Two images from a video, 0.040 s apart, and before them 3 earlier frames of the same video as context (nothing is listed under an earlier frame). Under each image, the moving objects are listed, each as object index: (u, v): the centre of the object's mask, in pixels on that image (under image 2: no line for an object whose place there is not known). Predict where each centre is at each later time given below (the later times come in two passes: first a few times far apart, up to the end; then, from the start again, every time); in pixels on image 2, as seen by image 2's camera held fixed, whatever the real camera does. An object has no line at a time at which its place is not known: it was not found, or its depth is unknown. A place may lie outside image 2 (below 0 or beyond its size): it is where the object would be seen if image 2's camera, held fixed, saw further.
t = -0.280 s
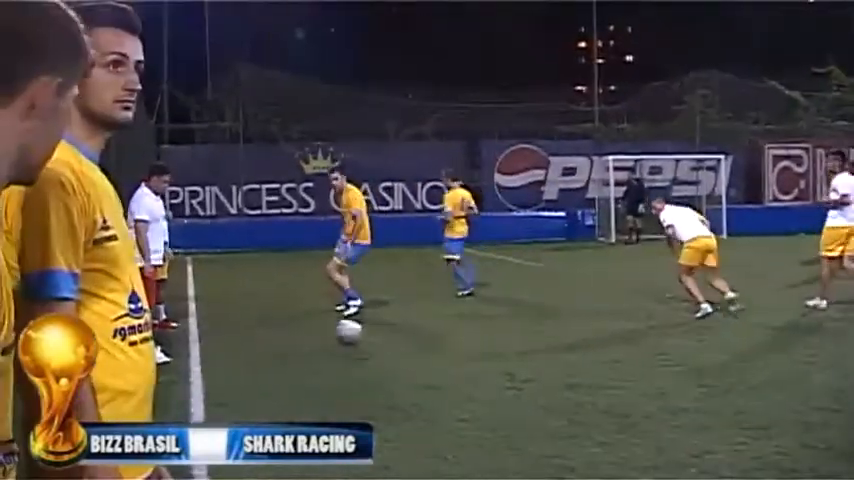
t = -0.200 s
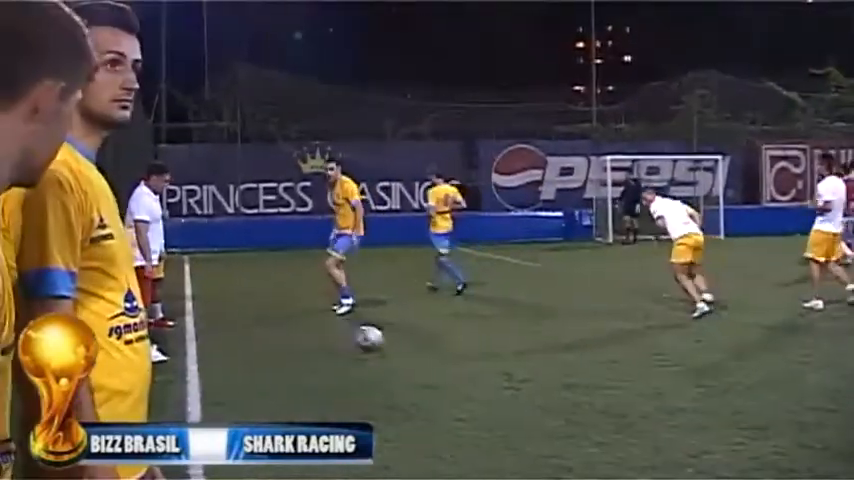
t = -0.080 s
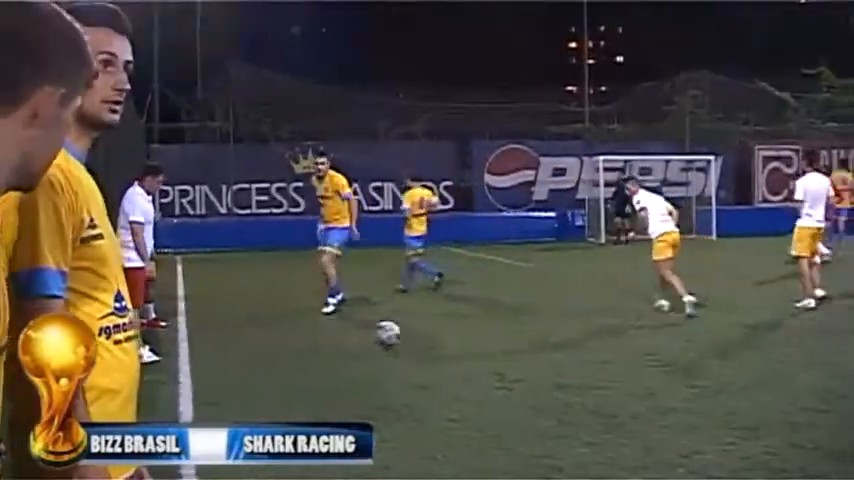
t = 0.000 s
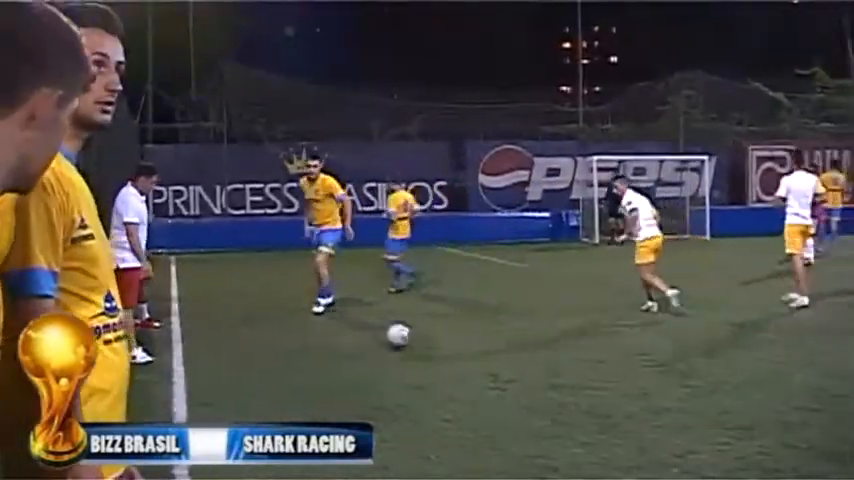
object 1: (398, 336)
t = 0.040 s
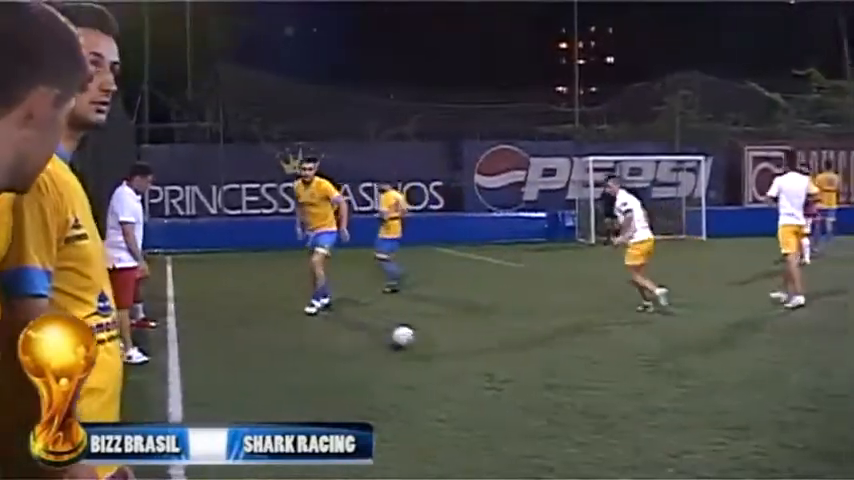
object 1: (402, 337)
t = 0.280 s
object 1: (451, 335)
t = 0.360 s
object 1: (467, 334)
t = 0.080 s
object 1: (410, 335)
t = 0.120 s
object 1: (417, 334)
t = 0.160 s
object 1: (427, 335)
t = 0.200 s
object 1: (435, 335)
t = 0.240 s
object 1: (443, 335)
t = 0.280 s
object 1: (451, 335)
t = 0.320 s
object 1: (459, 334)
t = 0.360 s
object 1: (467, 334)
